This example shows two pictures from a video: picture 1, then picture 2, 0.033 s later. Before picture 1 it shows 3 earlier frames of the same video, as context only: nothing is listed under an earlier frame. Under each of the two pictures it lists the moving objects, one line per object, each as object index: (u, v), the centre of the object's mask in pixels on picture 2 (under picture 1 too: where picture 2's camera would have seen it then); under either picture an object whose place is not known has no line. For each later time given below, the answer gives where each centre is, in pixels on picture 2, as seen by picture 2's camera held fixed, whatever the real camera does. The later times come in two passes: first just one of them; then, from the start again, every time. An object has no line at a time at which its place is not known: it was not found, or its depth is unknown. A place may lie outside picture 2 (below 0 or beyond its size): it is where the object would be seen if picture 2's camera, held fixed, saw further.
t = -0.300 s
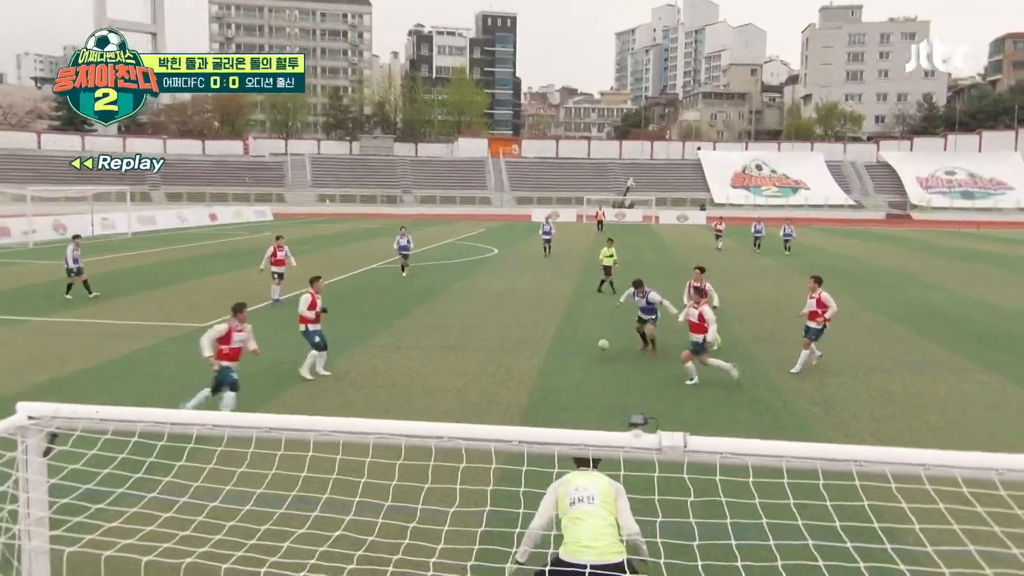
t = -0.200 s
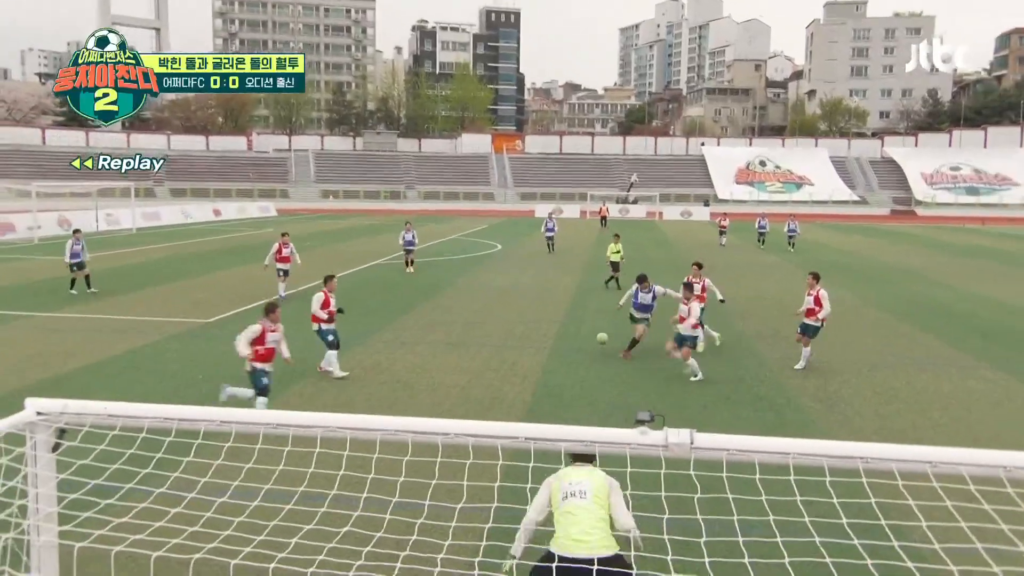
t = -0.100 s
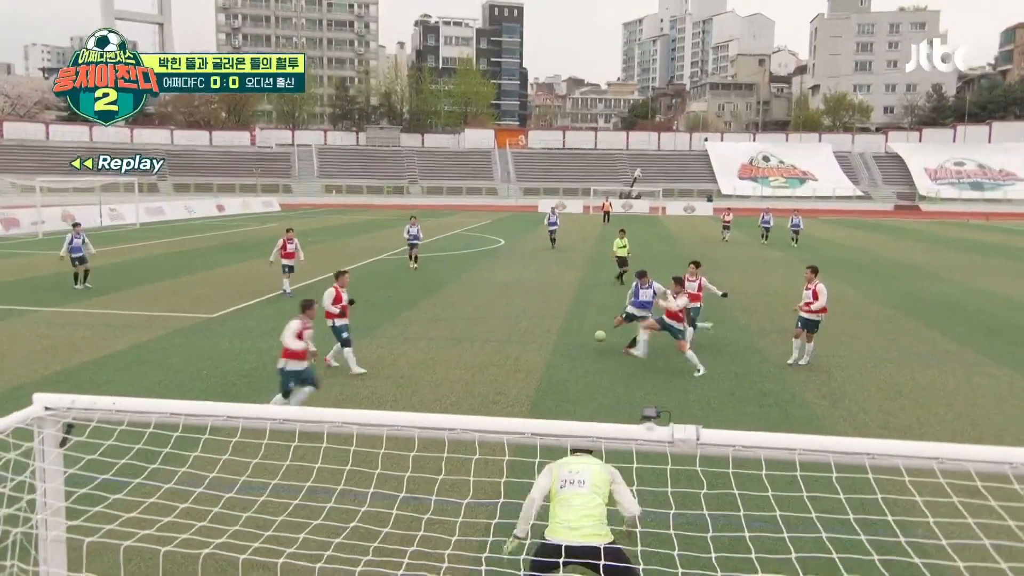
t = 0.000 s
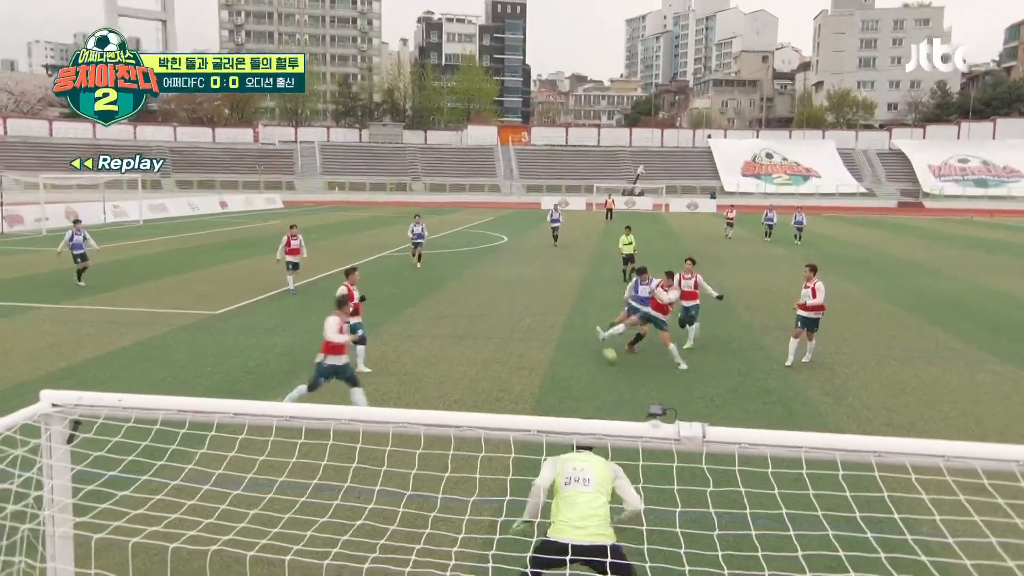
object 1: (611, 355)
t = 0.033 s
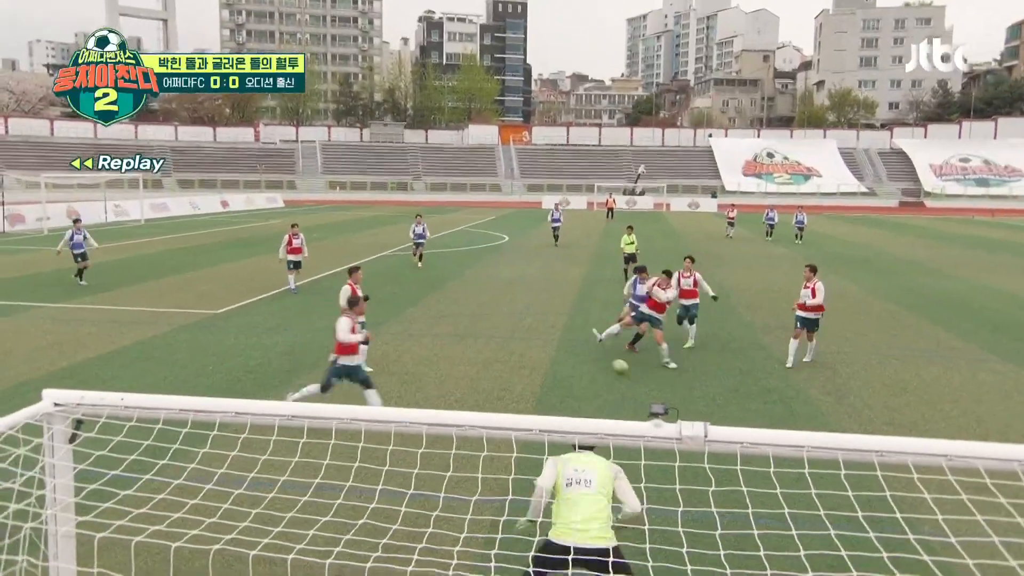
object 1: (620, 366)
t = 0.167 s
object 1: (664, 398)
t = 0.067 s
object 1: (629, 370)
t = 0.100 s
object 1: (639, 378)
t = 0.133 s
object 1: (651, 387)
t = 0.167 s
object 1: (664, 398)
